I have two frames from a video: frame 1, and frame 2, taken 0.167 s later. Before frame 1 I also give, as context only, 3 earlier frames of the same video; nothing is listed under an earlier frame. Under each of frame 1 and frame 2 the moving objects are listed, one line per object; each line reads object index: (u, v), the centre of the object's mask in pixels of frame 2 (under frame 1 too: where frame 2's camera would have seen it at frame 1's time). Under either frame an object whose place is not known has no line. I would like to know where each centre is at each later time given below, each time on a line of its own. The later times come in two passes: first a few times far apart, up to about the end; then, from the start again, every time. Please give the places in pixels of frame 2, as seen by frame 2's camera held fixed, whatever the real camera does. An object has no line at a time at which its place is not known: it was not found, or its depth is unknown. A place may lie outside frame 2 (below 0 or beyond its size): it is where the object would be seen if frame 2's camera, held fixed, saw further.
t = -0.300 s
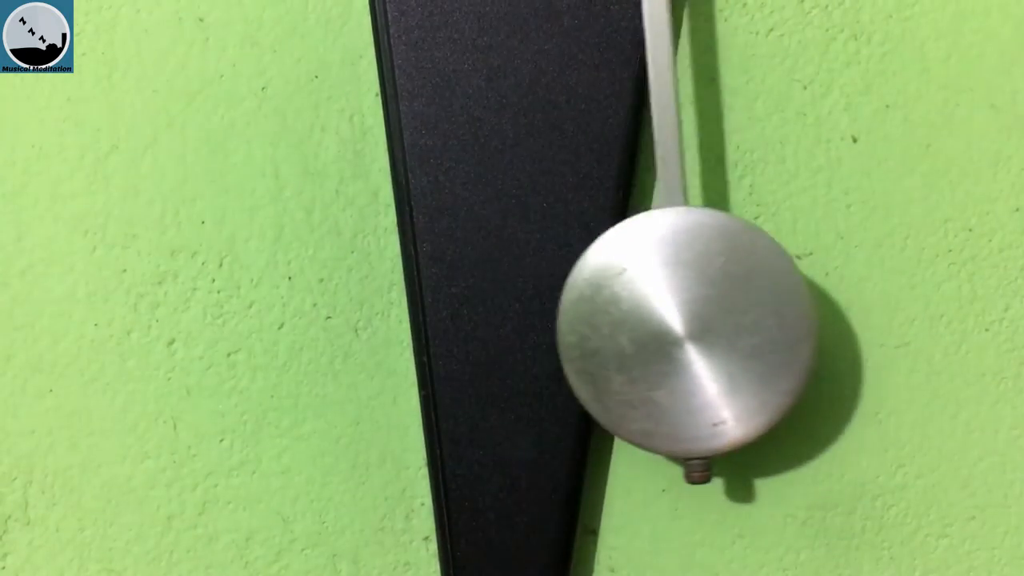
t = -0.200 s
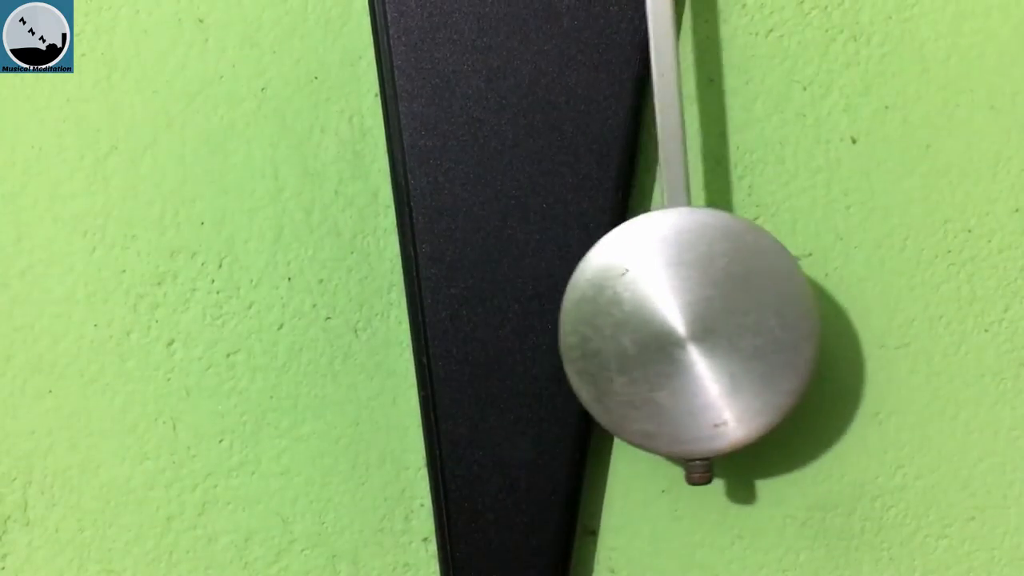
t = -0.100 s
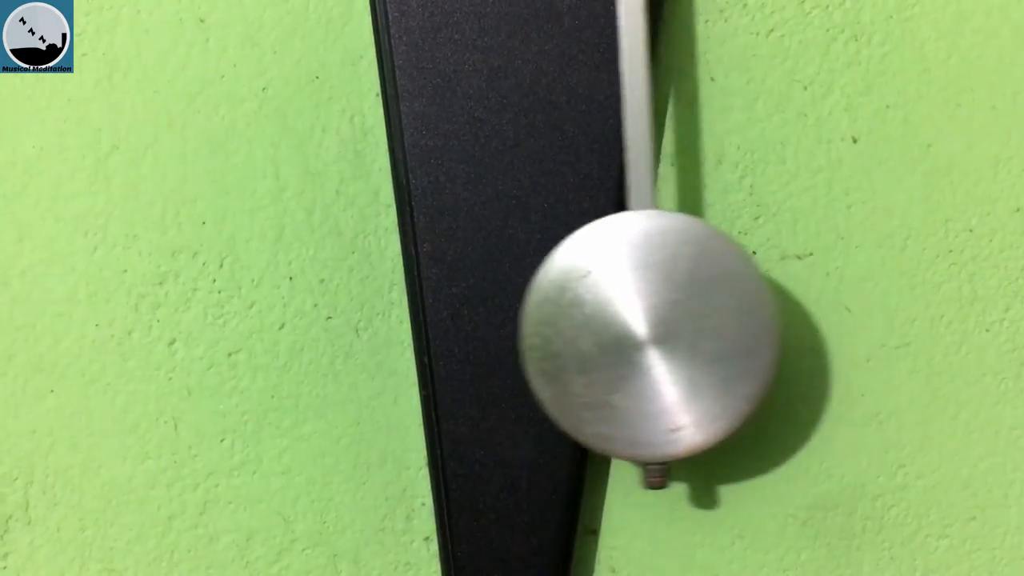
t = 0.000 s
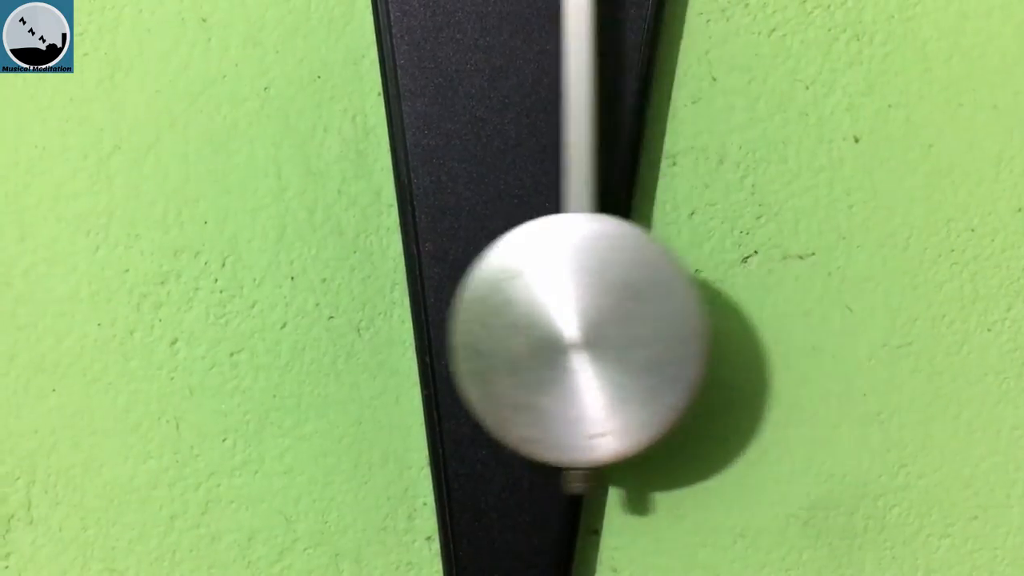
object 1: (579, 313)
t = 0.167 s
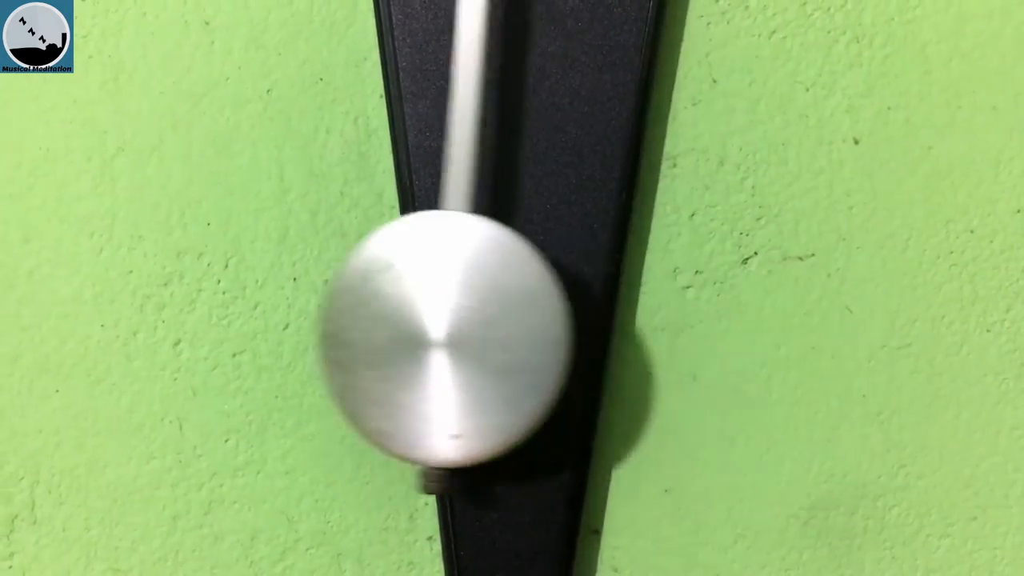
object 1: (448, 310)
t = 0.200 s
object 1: (427, 310)
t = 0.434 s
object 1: (404, 310)
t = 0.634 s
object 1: (541, 311)
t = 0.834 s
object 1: (678, 312)
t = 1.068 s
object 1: (653, 312)
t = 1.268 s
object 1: (506, 308)
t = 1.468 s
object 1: (397, 303)
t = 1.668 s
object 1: (436, 310)
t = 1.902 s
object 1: (608, 313)
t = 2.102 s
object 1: (689, 313)
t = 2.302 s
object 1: (610, 312)
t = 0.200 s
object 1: (427, 310)
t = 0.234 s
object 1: (408, 311)
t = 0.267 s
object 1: (394, 311)
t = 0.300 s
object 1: (385, 312)
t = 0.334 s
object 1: (381, 312)
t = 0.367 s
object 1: (383, 312)
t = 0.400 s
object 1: (391, 311)
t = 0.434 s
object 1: (404, 310)
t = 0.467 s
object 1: (421, 310)
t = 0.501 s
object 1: (441, 310)
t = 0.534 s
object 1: (464, 309)
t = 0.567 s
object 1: (490, 309)
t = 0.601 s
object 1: (516, 310)
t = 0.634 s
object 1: (541, 311)
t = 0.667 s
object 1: (569, 311)
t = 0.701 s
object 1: (594, 311)
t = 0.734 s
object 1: (620, 311)
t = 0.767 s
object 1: (642, 311)
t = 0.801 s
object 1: (662, 311)
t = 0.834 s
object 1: (678, 312)
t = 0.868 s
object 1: (689, 311)
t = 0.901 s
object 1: (695, 312)
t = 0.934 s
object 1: (697, 312)
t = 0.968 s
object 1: (693, 312)
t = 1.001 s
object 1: (684, 312)
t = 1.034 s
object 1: (670, 312)
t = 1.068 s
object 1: (653, 312)
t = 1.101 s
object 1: (632, 312)
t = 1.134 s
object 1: (608, 311)
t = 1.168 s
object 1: (583, 310)
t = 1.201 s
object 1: (556, 311)
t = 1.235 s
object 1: (532, 309)
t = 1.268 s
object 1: (506, 308)
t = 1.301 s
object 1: (482, 307)
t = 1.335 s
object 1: (459, 307)
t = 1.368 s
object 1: (437, 306)
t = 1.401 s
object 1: (420, 305)
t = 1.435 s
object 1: (407, 302)
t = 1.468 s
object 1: (397, 303)
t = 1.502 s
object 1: (392, 303)
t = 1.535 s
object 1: (391, 306)
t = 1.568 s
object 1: (396, 308)
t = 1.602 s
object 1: (405, 309)
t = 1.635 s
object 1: (418, 310)
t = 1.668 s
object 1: (436, 310)
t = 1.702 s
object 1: (458, 310)
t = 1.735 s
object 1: (481, 312)
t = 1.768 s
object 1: (506, 312)
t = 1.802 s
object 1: (533, 311)
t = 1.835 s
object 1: (557, 314)
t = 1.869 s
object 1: (584, 313)
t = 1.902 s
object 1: (608, 313)
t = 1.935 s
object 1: (631, 313)
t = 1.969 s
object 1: (651, 314)
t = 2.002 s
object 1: (667, 314)
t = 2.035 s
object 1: (679, 314)
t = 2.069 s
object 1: (686, 314)
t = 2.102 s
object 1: (689, 313)
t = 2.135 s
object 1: (686, 313)
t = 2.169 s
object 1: (679, 313)
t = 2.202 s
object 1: (667, 312)
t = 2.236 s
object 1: (651, 312)
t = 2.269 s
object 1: (632, 312)
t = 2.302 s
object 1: (610, 312)
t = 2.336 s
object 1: (586, 311)
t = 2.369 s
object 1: (562, 312)
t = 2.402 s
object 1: (538, 311)
